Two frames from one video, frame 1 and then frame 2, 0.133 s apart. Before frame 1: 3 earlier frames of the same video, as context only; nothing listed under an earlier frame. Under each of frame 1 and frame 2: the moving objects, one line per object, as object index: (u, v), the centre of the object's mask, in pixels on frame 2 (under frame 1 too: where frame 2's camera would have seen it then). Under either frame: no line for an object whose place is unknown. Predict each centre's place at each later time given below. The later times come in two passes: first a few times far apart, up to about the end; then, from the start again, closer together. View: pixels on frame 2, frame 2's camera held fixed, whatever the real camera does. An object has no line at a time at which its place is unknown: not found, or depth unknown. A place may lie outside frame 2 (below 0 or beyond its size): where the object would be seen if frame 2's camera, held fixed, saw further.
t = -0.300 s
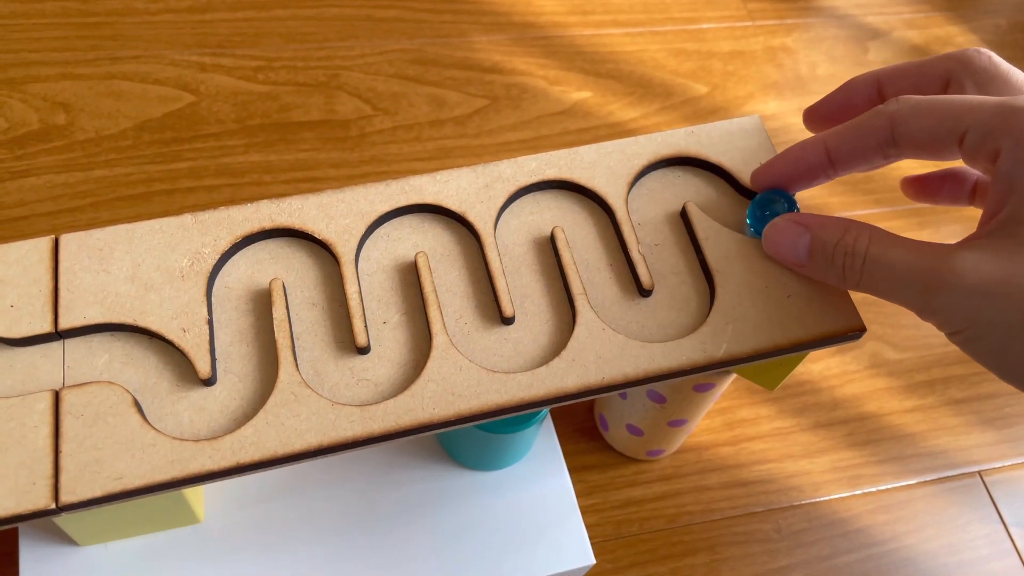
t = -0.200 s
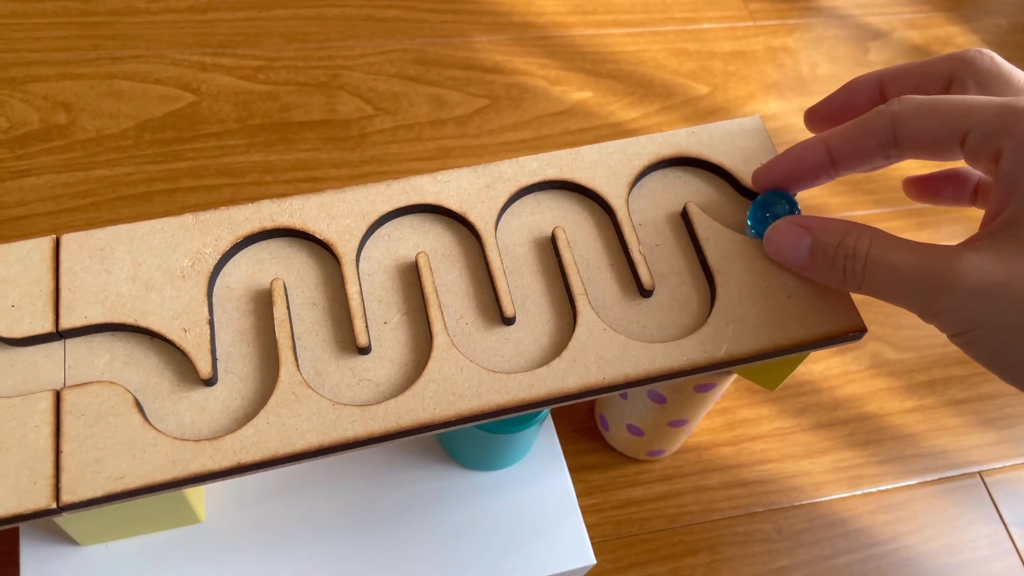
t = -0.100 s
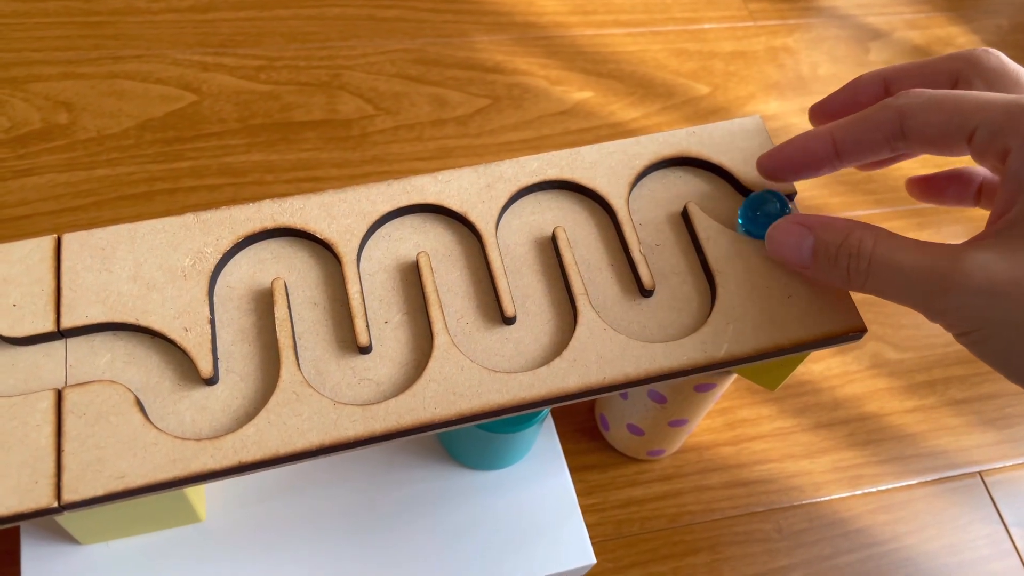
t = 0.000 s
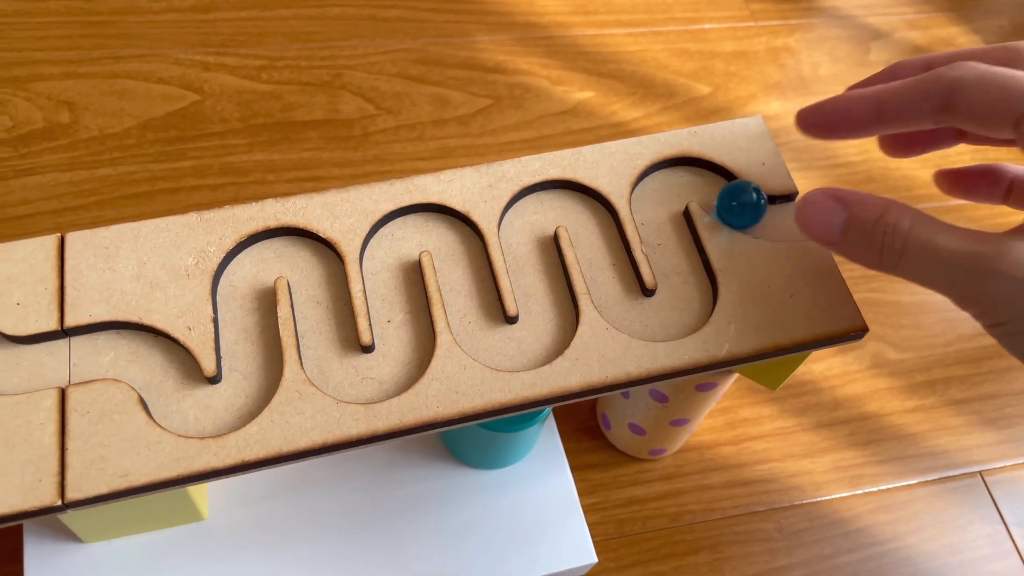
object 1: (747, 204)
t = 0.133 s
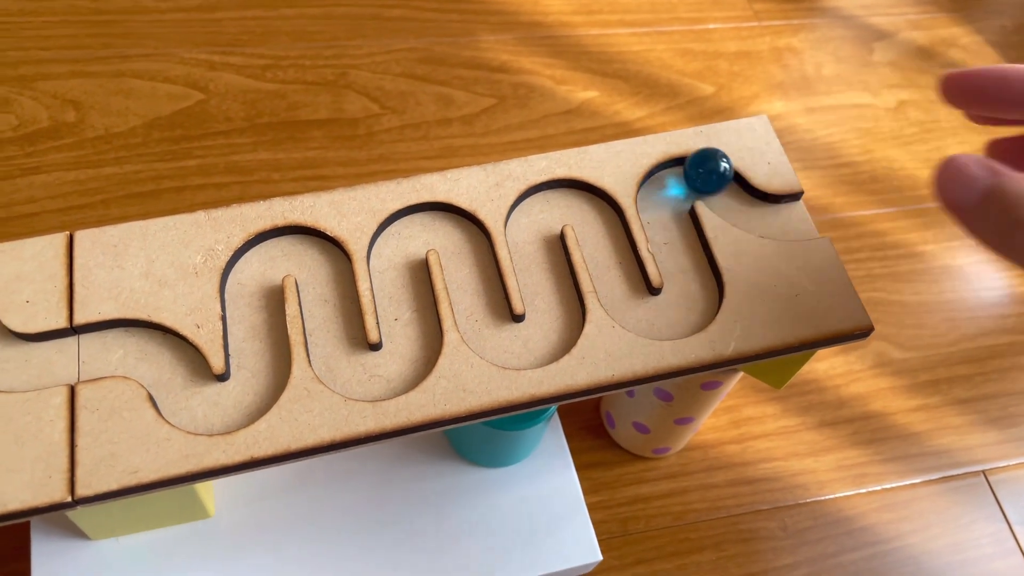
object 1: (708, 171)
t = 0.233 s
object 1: (670, 176)
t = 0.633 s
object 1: (651, 311)
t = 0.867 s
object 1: (597, 216)
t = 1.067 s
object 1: (530, 214)
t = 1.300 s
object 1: (555, 322)
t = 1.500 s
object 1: (479, 310)
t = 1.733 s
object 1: (438, 216)
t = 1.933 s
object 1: (395, 283)
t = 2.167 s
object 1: (364, 372)
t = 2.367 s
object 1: (321, 288)
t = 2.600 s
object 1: (250, 258)
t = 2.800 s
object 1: (249, 358)
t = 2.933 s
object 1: (212, 405)
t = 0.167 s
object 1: (696, 167)
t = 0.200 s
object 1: (682, 170)
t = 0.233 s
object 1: (670, 176)
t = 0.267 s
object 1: (662, 188)
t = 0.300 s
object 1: (661, 201)
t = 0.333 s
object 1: (667, 215)
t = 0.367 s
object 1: (672, 229)
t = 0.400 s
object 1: (678, 244)
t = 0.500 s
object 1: (694, 287)
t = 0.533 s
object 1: (694, 301)
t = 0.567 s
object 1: (684, 309)
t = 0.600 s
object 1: (668, 313)
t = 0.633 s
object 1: (651, 311)
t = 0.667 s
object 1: (635, 303)
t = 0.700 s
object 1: (624, 290)
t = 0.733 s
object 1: (618, 274)
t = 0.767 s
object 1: (613, 259)
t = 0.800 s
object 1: (607, 244)
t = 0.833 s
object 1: (602, 230)
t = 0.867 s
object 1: (597, 216)
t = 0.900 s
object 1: (590, 202)
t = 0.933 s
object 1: (581, 194)
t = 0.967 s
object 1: (567, 191)
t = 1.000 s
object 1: (552, 193)
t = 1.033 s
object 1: (538, 201)
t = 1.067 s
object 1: (530, 214)
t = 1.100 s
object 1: (529, 229)
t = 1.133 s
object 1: (534, 244)
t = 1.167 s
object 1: (538, 260)
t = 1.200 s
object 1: (542, 275)
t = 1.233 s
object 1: (547, 290)
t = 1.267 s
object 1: (552, 305)
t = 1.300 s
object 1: (555, 322)
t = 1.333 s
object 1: (549, 333)
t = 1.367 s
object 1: (535, 340)
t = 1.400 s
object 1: (519, 342)
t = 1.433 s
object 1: (501, 338)
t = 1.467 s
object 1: (487, 326)
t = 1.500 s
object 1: (479, 310)
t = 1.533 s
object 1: (475, 294)
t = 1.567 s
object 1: (470, 278)
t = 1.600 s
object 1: (466, 263)
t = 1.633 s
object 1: (462, 248)
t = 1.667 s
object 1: (458, 233)
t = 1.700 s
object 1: (451, 220)
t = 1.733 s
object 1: (438, 216)
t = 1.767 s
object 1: (423, 216)
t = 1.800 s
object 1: (406, 222)
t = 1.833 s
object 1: (394, 235)
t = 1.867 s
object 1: (389, 251)
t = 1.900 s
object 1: (392, 267)
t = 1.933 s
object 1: (395, 283)
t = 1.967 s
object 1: (398, 299)
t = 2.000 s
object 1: (402, 316)
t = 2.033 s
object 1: (405, 333)
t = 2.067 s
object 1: (406, 351)
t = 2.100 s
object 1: (398, 365)
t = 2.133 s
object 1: (383, 371)
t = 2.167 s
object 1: (364, 372)
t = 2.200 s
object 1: (346, 366)
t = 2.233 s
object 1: (334, 353)
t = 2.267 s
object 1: (330, 336)
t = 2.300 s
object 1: (327, 320)
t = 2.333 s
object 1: (324, 304)
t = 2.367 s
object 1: (321, 288)
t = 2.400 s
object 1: (318, 273)
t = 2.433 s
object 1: (315, 258)
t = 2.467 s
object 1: (309, 245)
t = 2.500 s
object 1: (296, 240)
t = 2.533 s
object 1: (281, 241)
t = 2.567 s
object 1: (264, 247)
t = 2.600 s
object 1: (250, 258)
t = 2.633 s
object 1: (243, 274)
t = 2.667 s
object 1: (243, 290)
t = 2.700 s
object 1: (245, 307)
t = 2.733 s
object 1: (246, 324)
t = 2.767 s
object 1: (248, 341)
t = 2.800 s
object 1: (249, 358)
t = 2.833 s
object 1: (250, 376)
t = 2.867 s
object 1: (244, 393)
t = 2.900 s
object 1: (230, 401)
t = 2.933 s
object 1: (212, 405)
